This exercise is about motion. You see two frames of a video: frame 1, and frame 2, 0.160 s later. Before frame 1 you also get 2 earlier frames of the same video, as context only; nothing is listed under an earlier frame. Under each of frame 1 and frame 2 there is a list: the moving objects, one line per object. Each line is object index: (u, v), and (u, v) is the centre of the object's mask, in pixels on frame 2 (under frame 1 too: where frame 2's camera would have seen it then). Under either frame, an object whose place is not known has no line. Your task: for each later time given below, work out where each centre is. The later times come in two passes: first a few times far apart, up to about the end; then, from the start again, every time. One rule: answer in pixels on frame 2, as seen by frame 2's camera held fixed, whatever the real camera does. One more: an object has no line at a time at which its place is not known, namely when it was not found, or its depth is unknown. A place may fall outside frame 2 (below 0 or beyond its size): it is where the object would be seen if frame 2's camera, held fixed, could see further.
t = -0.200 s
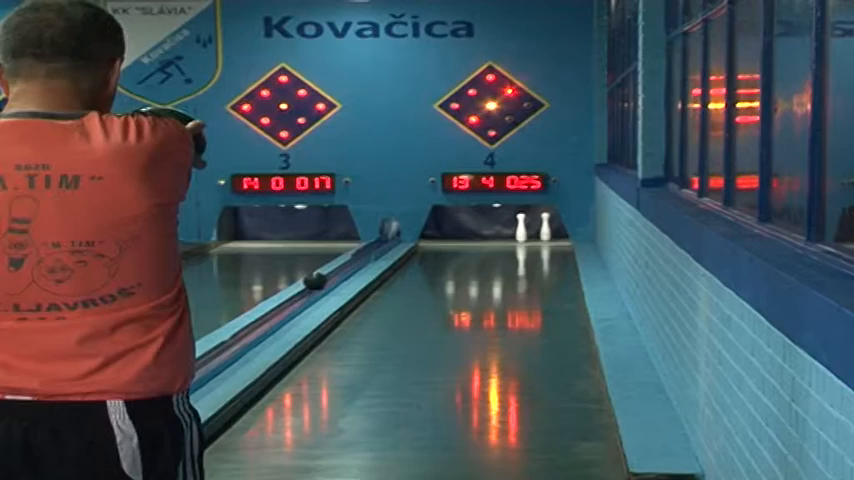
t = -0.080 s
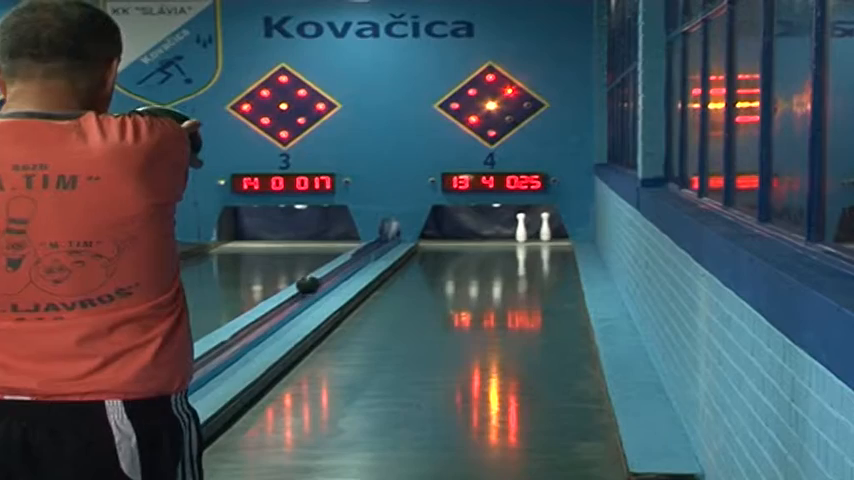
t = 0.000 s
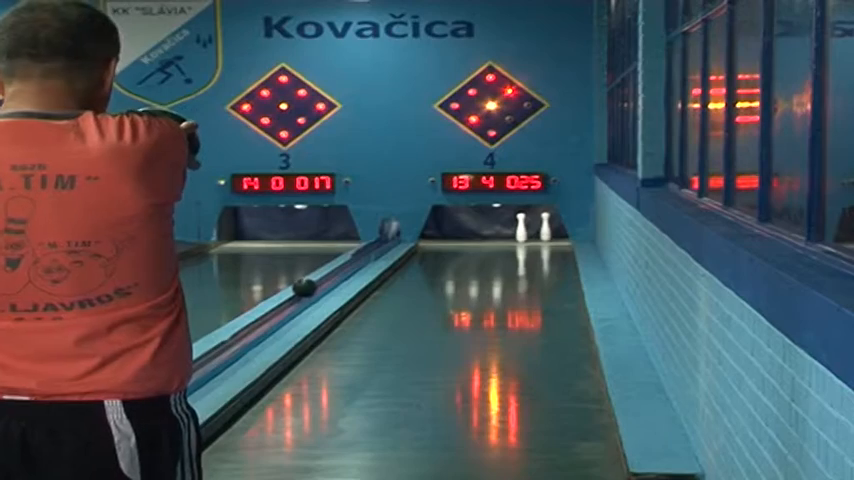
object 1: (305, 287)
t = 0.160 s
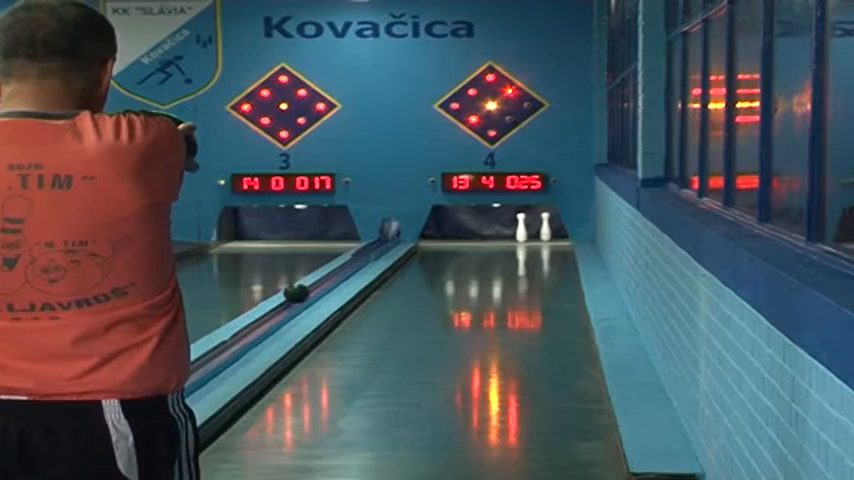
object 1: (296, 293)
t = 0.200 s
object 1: (293, 295)
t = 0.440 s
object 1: (278, 305)
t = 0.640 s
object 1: (264, 313)
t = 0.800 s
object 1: (252, 321)
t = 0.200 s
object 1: (293, 295)
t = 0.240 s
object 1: (289, 296)
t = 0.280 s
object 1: (287, 298)
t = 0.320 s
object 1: (285, 299)
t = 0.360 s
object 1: (284, 301)
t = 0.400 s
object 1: (281, 302)
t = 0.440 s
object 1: (278, 305)
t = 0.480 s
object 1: (275, 306)
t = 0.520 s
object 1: (273, 308)
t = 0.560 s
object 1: (270, 310)
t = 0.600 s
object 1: (267, 311)
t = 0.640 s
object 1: (264, 313)
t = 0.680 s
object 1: (262, 315)
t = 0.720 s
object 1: (258, 317)
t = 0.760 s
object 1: (255, 319)
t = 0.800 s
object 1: (252, 321)
